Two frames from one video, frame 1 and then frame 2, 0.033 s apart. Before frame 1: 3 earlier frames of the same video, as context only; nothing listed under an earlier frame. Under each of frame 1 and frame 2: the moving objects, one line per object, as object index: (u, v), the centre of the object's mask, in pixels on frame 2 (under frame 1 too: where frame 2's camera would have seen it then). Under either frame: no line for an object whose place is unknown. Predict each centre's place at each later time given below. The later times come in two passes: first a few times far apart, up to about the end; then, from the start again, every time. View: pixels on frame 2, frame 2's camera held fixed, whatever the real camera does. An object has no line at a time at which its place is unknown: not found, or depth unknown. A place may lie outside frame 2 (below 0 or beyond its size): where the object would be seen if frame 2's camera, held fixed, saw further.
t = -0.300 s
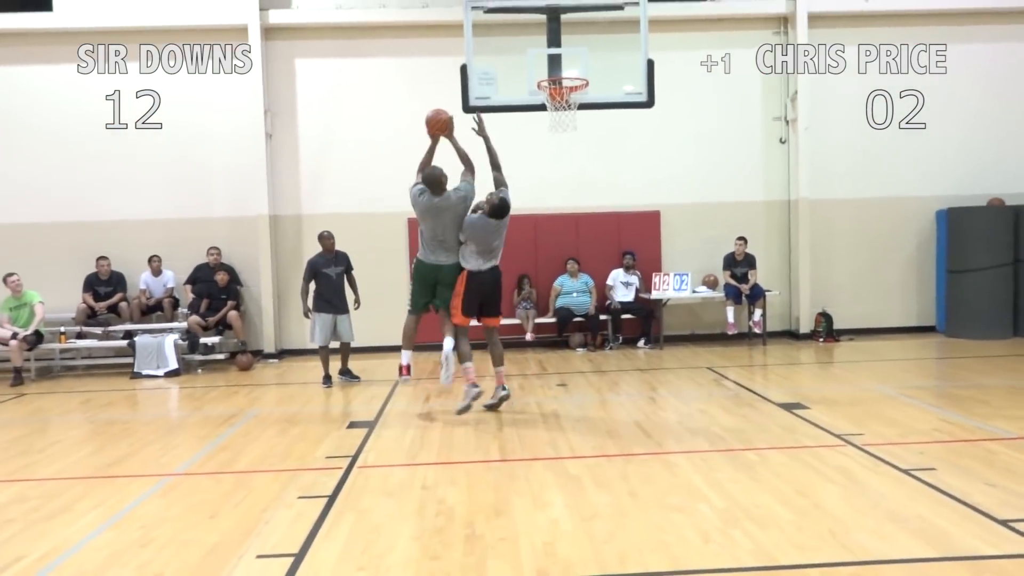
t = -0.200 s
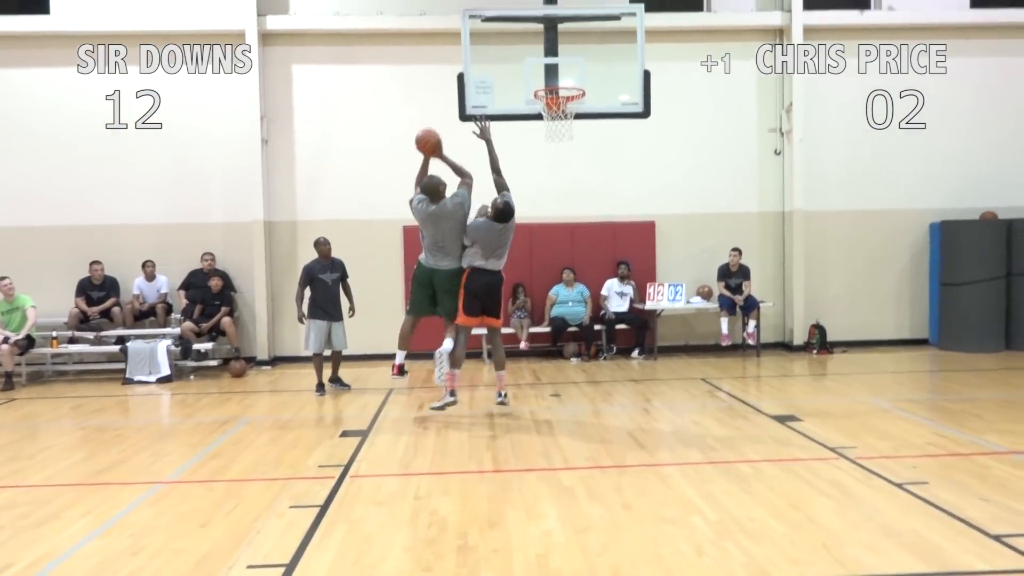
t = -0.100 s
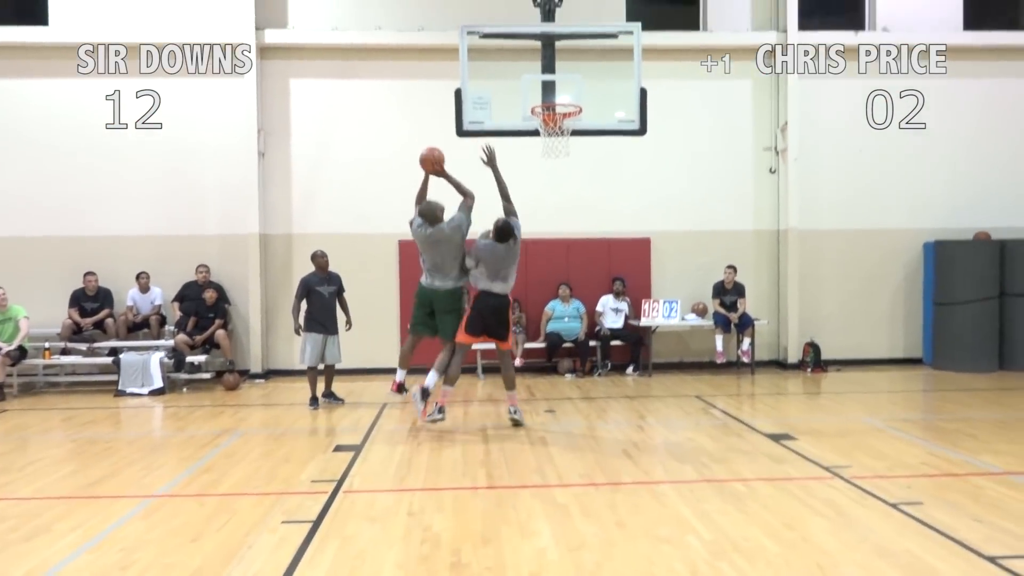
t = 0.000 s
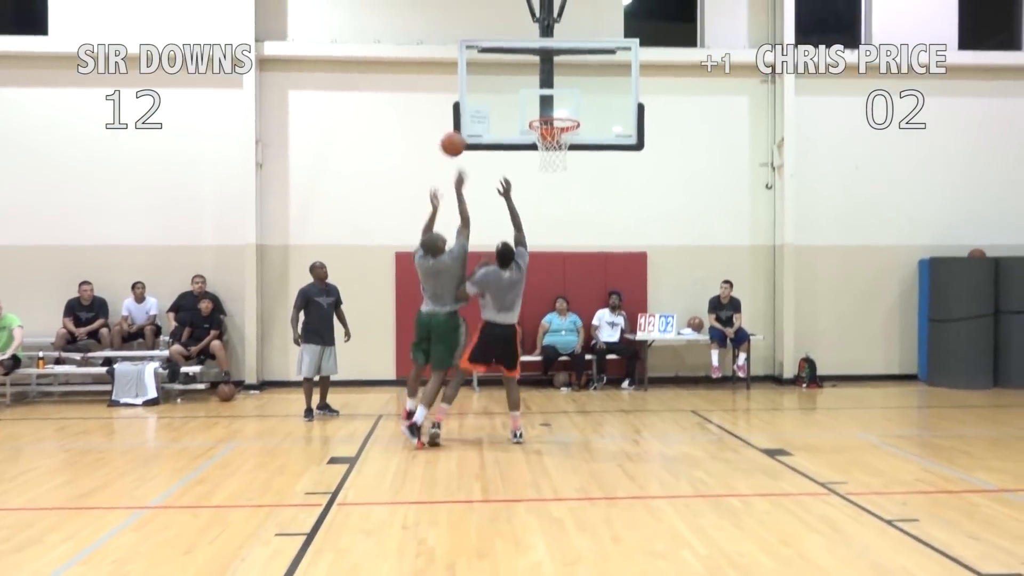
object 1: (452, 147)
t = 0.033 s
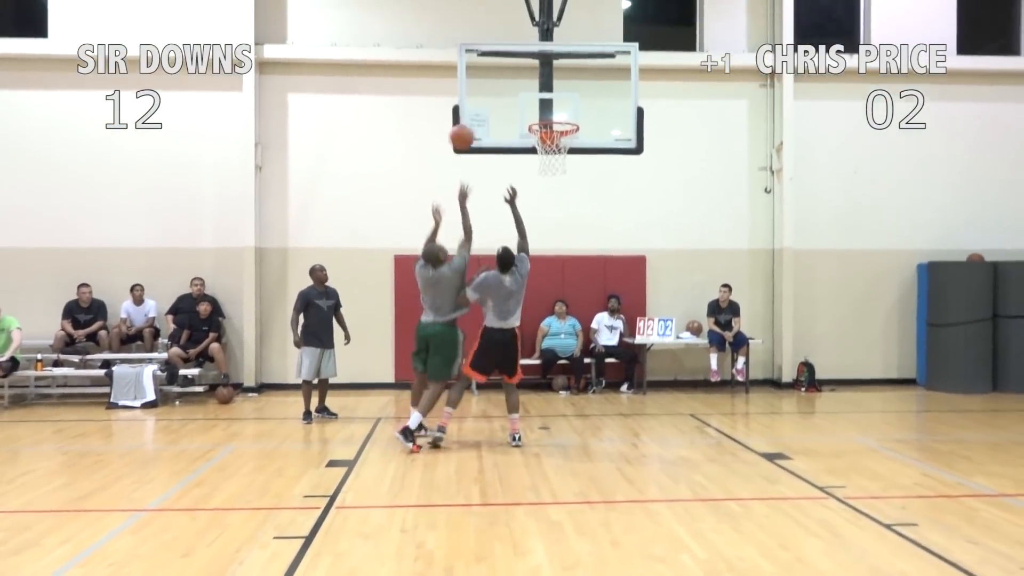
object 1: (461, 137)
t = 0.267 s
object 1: (522, 97)
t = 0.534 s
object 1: (562, 110)
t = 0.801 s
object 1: (538, 112)
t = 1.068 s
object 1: (557, 114)
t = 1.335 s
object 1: (553, 158)
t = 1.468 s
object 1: (544, 186)
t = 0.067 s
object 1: (471, 128)
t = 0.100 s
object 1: (480, 119)
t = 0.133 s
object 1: (489, 113)
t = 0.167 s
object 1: (499, 107)
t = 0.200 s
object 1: (508, 102)
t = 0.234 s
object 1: (515, 99)
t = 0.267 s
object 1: (522, 97)
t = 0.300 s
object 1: (528, 97)
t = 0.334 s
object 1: (534, 97)
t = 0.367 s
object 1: (541, 99)
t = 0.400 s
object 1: (547, 102)
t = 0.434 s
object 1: (554, 105)
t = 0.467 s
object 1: (561, 110)
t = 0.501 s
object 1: (565, 114)
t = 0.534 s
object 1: (562, 110)
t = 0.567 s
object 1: (559, 106)
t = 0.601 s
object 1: (556, 104)
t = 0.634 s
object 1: (552, 103)
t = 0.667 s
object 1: (550, 103)
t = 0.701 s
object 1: (547, 104)
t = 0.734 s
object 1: (544, 105)
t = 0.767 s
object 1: (541, 109)
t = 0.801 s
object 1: (538, 112)
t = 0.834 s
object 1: (536, 115)
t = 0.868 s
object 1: (539, 112)
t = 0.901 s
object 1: (542, 111)
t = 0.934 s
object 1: (545, 110)
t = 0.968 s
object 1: (548, 110)
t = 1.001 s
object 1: (550, 111)
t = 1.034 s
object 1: (553, 112)
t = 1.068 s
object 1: (557, 114)
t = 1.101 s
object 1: (561, 115)
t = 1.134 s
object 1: (565, 119)
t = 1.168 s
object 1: (564, 128)
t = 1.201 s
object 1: (562, 132)
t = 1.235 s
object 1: (556, 138)
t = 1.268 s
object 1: (557, 142)
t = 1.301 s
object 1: (555, 149)
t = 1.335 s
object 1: (553, 158)
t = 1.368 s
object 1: (551, 166)
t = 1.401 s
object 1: (548, 170)
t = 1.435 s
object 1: (546, 177)
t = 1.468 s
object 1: (544, 186)
